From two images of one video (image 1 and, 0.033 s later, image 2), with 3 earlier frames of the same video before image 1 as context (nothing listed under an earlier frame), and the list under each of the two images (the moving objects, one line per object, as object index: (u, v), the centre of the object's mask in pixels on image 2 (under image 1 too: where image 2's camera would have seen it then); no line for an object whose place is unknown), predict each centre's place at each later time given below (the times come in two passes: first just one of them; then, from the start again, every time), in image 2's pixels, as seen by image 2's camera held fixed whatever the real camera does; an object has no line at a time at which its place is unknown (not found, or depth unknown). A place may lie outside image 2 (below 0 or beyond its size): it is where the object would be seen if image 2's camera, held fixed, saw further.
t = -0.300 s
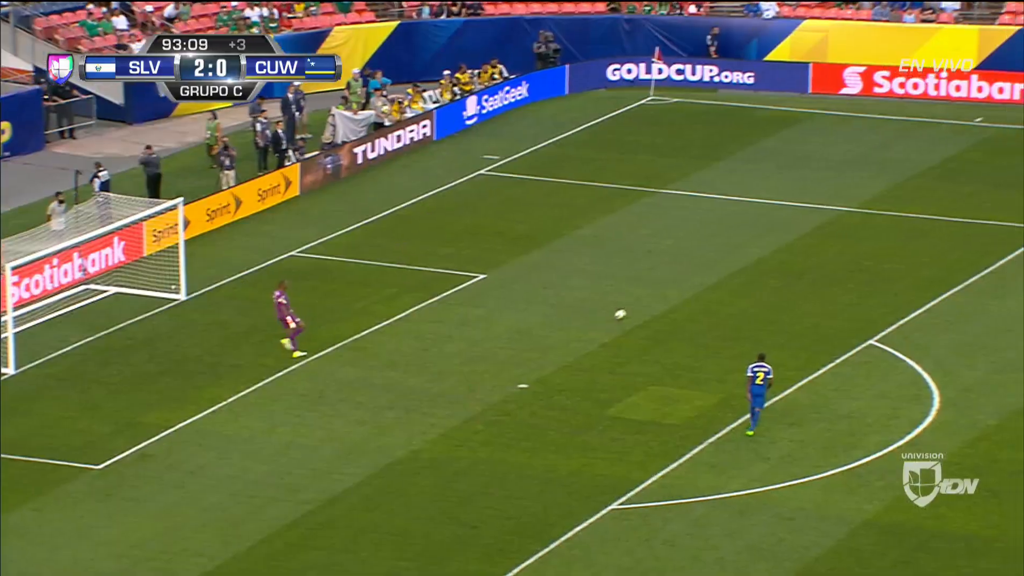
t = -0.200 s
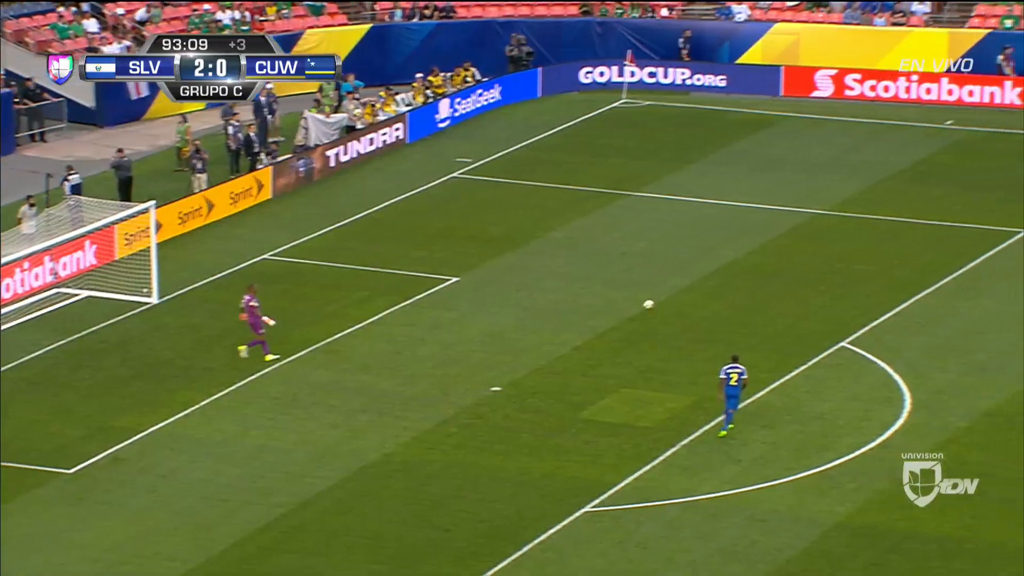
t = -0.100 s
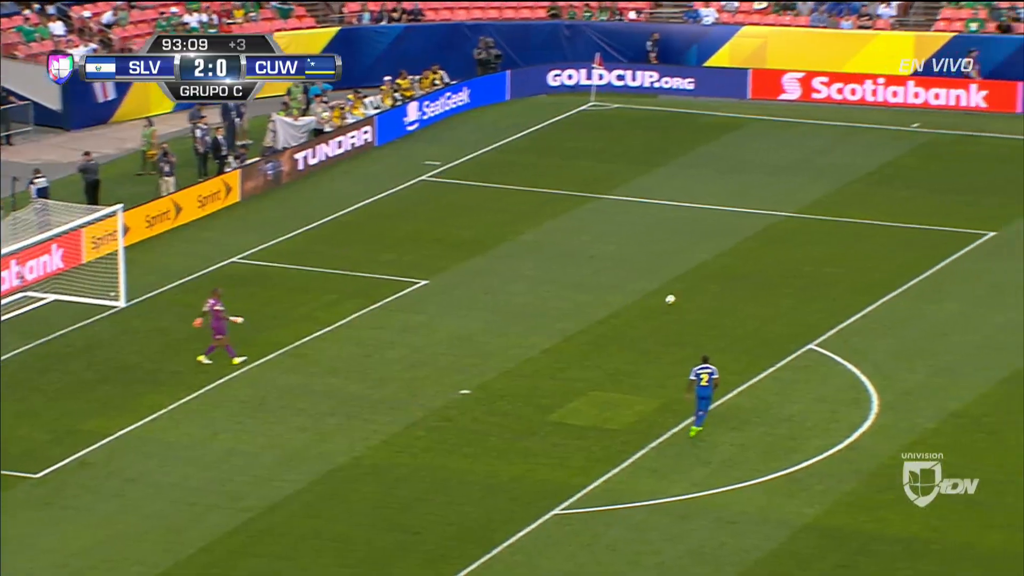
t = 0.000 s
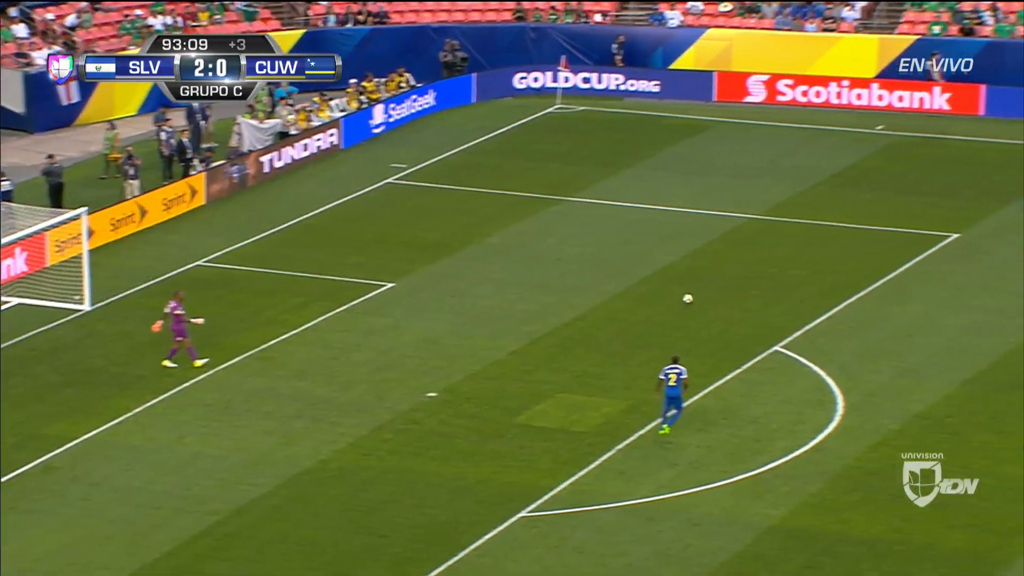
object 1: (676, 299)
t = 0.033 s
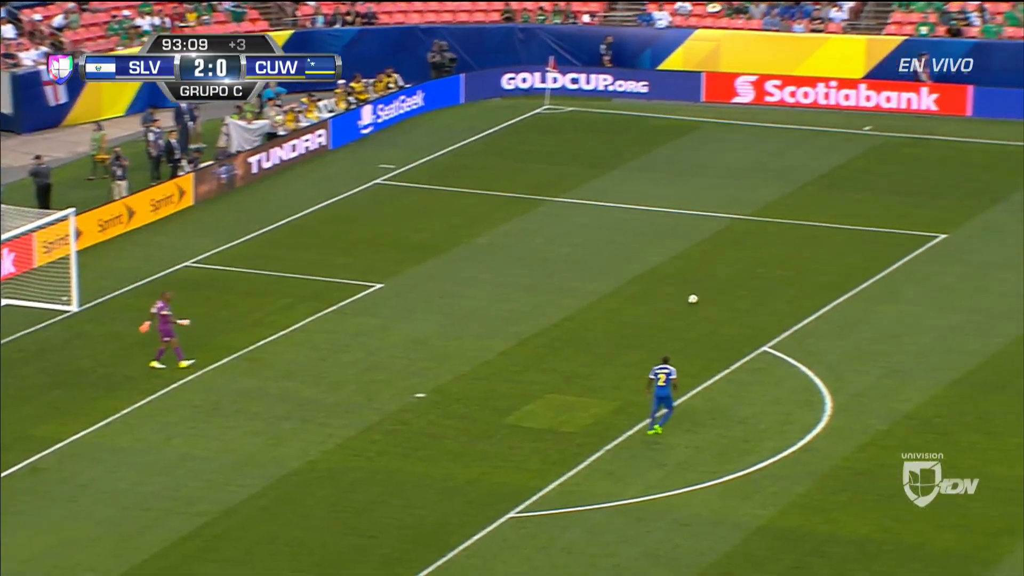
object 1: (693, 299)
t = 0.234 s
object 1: (780, 283)
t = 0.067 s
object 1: (708, 295)
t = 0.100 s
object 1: (723, 292)
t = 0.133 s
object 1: (737, 289)
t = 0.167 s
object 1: (752, 286)
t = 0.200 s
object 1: (766, 284)
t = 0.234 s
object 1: (780, 283)
